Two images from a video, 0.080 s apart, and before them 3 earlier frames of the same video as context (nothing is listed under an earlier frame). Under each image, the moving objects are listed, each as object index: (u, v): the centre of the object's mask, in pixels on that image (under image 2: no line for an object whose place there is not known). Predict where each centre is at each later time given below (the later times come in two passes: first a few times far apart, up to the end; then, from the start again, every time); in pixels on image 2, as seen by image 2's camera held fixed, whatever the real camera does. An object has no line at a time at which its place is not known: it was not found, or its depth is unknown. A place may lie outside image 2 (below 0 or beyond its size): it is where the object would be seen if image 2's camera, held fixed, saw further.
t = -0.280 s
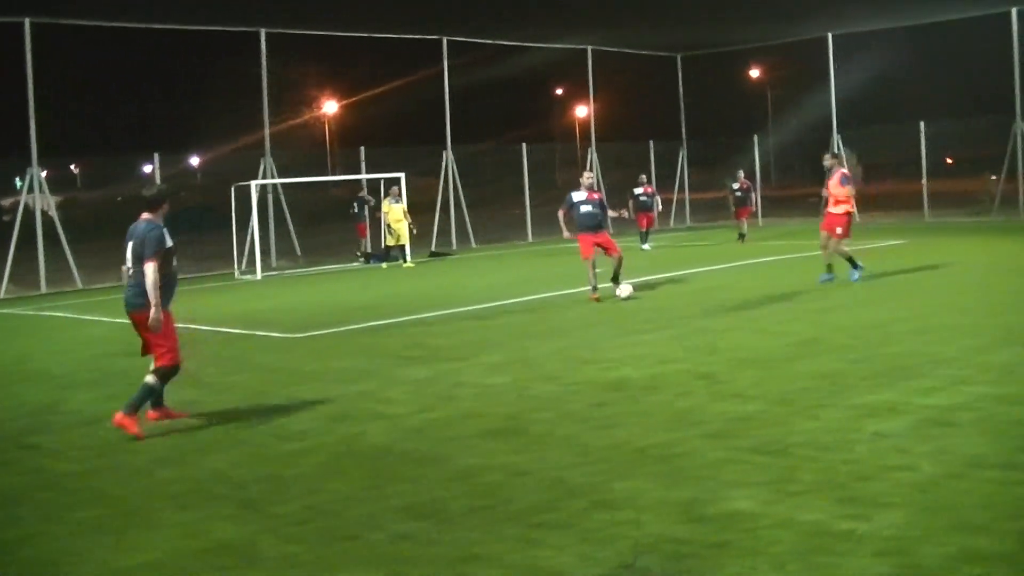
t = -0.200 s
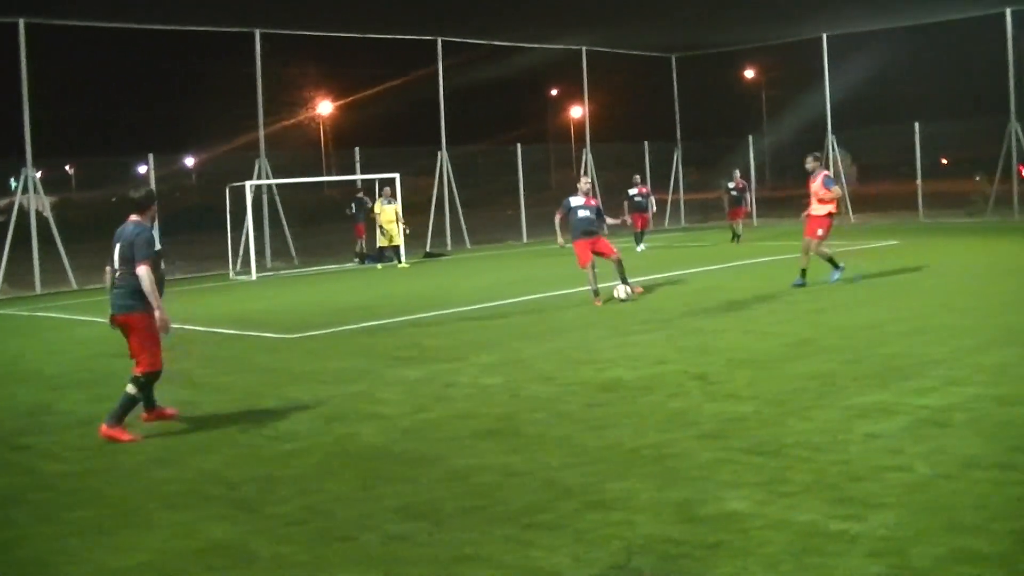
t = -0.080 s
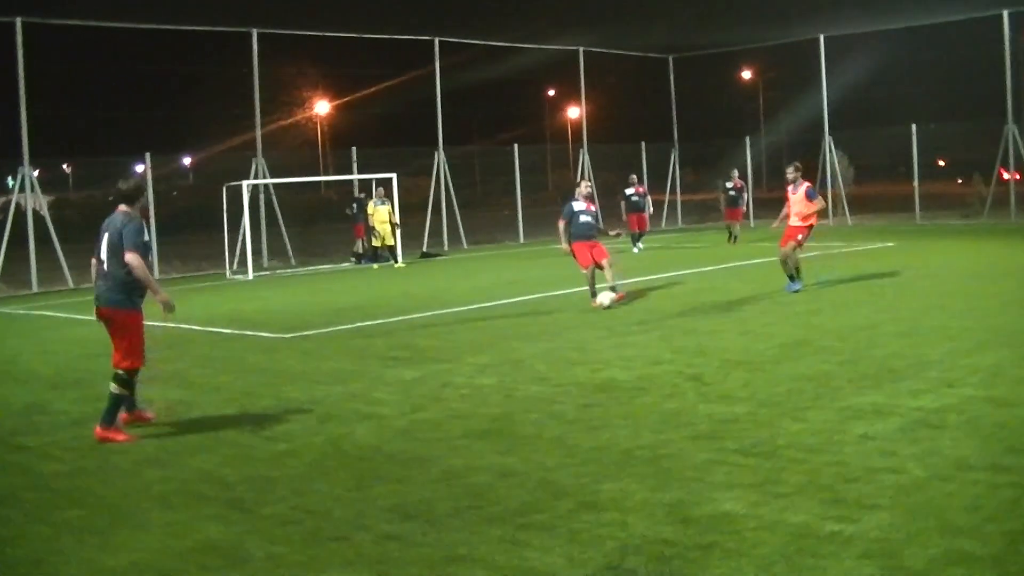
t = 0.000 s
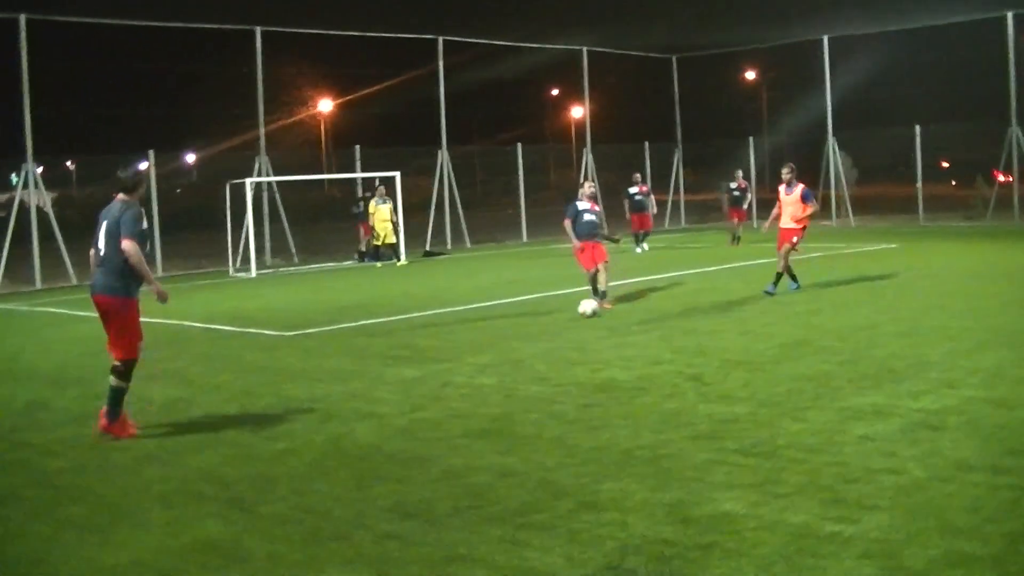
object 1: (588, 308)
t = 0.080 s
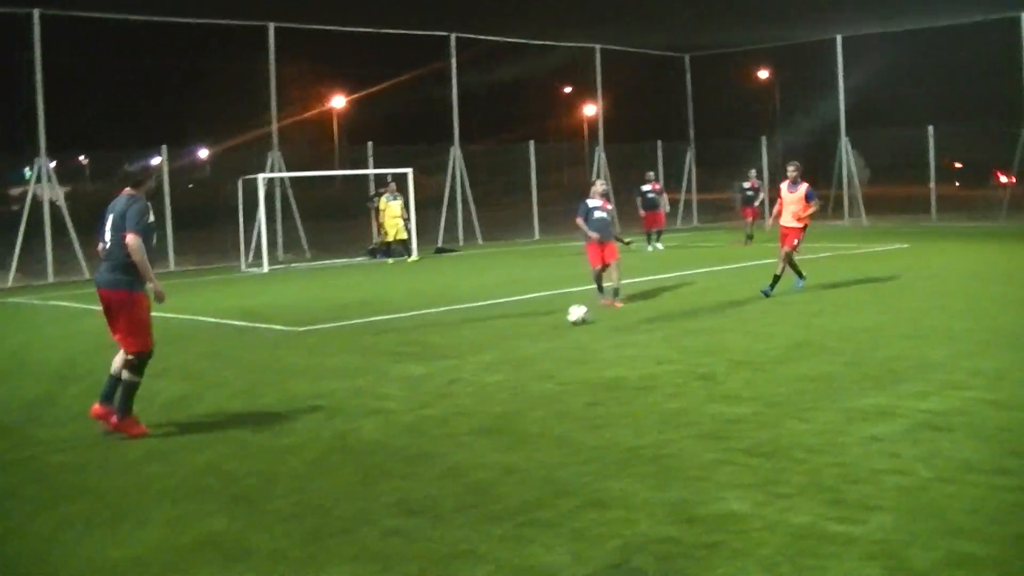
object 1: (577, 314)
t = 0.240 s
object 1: (528, 332)
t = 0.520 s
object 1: (425, 373)
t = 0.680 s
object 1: (356, 402)
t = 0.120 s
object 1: (564, 319)
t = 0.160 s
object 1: (553, 323)
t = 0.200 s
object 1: (542, 327)
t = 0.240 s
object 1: (528, 332)
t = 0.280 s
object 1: (515, 338)
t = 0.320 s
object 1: (502, 342)
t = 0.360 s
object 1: (488, 348)
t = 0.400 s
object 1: (472, 356)
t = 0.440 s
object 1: (457, 362)
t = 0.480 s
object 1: (442, 367)
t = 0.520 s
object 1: (425, 373)
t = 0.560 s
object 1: (409, 381)
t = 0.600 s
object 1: (391, 389)
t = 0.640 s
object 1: (375, 395)
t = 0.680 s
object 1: (356, 402)
